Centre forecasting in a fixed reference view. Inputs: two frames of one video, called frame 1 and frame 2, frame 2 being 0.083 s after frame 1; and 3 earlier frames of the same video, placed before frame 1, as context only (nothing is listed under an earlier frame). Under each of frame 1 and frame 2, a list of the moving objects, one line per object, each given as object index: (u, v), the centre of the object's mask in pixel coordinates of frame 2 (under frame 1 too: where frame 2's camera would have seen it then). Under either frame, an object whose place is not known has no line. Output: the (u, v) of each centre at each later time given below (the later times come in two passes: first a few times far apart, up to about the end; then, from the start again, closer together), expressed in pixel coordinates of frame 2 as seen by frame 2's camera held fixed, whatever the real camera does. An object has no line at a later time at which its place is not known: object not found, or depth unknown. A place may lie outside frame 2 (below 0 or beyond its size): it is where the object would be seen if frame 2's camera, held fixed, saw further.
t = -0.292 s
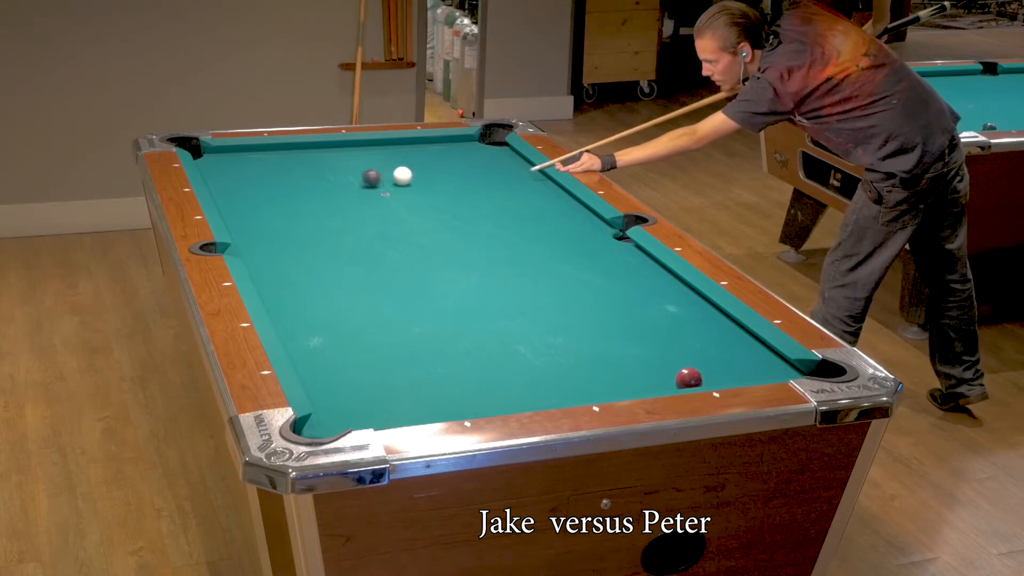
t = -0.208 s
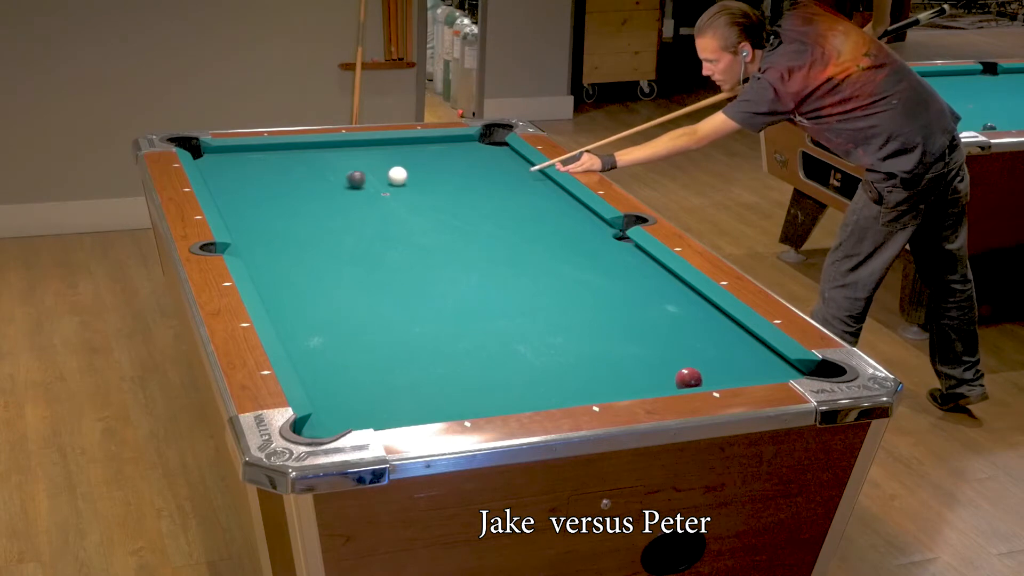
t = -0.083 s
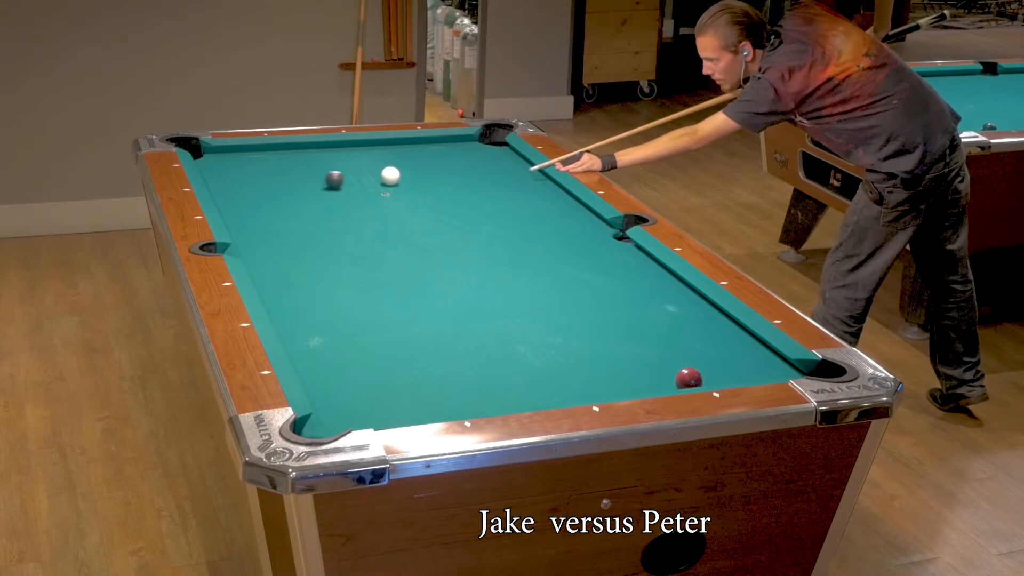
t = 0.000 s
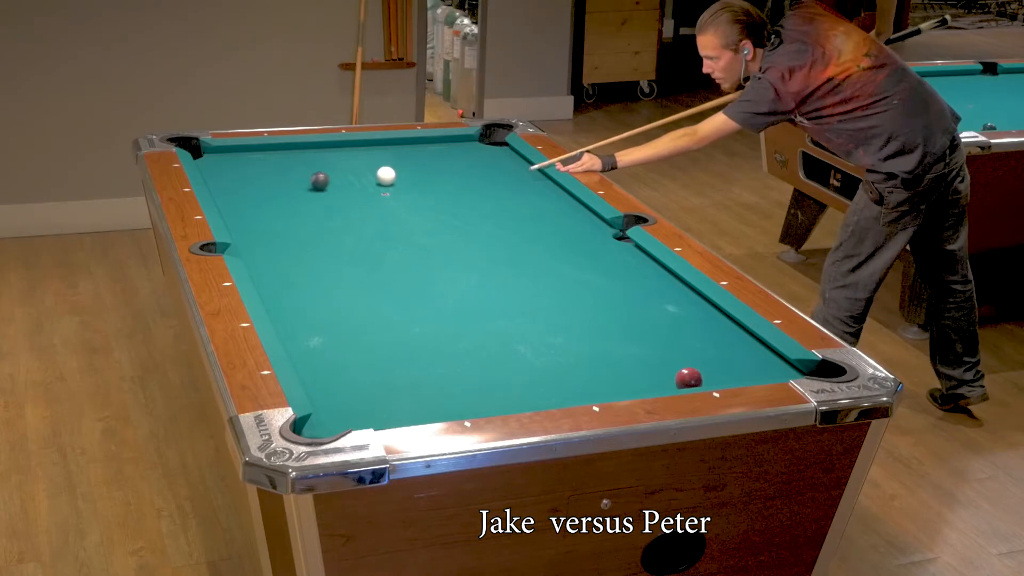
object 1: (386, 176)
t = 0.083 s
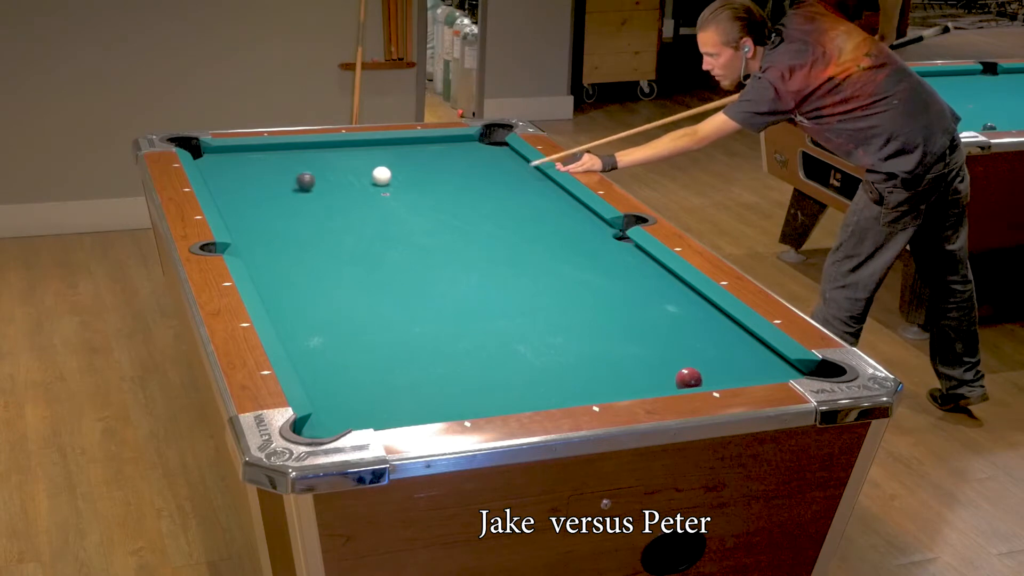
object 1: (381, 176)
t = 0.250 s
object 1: (373, 176)
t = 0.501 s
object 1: (363, 176)
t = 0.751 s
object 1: (354, 176)
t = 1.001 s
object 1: (347, 176)
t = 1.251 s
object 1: (342, 175)
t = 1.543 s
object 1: (338, 175)
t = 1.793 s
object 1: (337, 175)
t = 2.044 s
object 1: (339, 175)
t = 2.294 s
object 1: (342, 171)
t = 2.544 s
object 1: (341, 170)
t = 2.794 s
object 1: (340, 172)
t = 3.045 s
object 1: (340, 173)
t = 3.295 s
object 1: (341, 174)
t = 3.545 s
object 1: (341, 174)
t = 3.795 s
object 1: (341, 174)
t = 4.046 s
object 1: (341, 174)
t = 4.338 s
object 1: (341, 173)
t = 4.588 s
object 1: (341, 174)
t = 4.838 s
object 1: (341, 174)
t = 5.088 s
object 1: (341, 174)
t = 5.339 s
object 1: (341, 174)
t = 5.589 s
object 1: (341, 174)
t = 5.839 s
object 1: (341, 174)
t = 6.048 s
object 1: (339, 176)
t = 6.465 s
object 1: (342, 171)
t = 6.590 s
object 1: (341, 174)
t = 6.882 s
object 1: (341, 174)
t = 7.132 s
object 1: (341, 174)
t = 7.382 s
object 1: (341, 174)
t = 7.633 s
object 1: (341, 174)
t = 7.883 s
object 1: (341, 174)
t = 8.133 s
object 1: (341, 174)
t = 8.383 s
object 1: (341, 174)
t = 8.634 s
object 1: (341, 174)
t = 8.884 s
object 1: (341, 174)
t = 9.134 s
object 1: (341, 174)
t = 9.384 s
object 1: (341, 174)
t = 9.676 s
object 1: (341, 174)
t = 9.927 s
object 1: (341, 174)
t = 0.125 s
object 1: (379, 176)
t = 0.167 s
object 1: (377, 176)
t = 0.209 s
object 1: (375, 176)
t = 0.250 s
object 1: (373, 176)
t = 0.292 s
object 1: (372, 176)
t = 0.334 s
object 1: (370, 176)
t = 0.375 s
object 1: (368, 176)
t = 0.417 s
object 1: (366, 176)
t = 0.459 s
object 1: (364, 176)
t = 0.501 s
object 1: (363, 176)
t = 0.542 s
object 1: (361, 176)
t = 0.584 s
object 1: (360, 176)
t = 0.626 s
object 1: (358, 176)
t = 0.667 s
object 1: (357, 176)
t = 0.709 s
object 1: (356, 176)
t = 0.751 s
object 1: (354, 176)
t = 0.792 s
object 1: (353, 176)
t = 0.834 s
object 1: (351, 176)
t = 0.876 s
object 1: (351, 176)
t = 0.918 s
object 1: (349, 176)
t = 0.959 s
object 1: (348, 176)
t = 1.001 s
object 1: (347, 176)
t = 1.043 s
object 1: (346, 176)
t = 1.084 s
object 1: (345, 176)
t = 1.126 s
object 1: (344, 176)
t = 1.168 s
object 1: (343, 176)
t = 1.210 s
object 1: (343, 176)
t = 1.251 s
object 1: (342, 175)
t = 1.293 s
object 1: (341, 175)
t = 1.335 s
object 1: (340, 175)
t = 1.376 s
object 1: (340, 175)
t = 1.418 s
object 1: (339, 175)
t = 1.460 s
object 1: (339, 175)
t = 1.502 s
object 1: (338, 175)
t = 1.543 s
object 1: (338, 175)
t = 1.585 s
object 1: (338, 175)
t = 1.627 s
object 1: (338, 175)
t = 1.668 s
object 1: (337, 175)
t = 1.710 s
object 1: (337, 175)
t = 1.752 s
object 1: (337, 175)
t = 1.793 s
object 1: (337, 175)
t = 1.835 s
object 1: (337, 175)
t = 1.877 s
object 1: (337, 175)
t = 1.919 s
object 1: (338, 176)
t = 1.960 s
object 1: (338, 176)
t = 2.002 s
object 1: (339, 175)
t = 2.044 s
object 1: (339, 175)
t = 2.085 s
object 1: (340, 175)
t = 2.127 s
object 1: (340, 174)
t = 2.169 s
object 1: (341, 173)
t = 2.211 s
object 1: (342, 173)
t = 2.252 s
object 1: (342, 172)
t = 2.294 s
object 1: (342, 171)
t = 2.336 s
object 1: (341, 171)
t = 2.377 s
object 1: (341, 170)
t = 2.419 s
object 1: (341, 170)
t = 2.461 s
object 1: (341, 170)
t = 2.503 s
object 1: (340, 170)
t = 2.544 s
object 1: (341, 170)
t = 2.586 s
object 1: (340, 170)
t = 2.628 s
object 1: (340, 170)
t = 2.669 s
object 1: (340, 171)
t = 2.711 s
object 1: (340, 171)
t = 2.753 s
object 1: (340, 171)
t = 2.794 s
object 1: (340, 172)
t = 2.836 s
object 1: (340, 172)
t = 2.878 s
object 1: (340, 172)
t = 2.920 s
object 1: (340, 173)
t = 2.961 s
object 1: (340, 173)
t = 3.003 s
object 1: (340, 173)
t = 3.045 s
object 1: (340, 173)
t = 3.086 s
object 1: (340, 173)
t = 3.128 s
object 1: (340, 173)
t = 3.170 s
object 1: (341, 174)
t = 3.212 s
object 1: (341, 174)
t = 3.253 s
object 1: (341, 174)
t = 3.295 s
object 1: (341, 174)
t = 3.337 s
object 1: (341, 174)
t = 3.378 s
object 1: (341, 174)
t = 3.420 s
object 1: (341, 174)
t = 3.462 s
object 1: (341, 174)
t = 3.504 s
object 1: (341, 174)
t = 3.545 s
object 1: (341, 174)
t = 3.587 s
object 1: (341, 174)
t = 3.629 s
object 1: (341, 174)
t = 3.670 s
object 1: (341, 174)
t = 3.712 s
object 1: (341, 174)
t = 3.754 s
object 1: (341, 174)
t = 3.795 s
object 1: (341, 174)
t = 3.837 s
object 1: (341, 174)
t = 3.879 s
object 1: (341, 174)
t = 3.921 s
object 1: (341, 174)
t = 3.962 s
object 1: (341, 174)
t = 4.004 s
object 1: (341, 174)
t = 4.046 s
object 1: (341, 174)
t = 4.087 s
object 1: (341, 174)
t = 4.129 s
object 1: (341, 173)
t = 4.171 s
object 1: (341, 174)
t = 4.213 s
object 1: (341, 174)
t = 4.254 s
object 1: (341, 174)
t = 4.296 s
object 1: (341, 173)
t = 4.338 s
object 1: (341, 173)
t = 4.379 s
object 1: (341, 174)
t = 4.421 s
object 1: (341, 173)
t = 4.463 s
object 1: (341, 174)
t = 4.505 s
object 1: (341, 173)
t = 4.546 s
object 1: (341, 174)
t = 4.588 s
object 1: (341, 174)
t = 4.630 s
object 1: (341, 174)
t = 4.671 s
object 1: (341, 174)
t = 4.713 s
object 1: (341, 174)
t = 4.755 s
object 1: (341, 174)
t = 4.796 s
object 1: (341, 174)
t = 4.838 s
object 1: (341, 174)
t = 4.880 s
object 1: (341, 174)
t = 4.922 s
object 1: (341, 174)
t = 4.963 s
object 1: (341, 174)
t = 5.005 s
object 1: (341, 174)
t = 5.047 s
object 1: (341, 174)
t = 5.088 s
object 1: (341, 174)
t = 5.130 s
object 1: (341, 174)
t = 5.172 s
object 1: (341, 174)
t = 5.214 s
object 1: (341, 174)
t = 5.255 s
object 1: (341, 174)
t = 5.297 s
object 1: (341, 174)
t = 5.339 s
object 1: (341, 174)
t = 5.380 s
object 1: (341, 174)
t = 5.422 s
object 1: (341, 173)
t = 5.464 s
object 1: (341, 173)
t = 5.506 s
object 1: (341, 173)
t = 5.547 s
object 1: (341, 173)
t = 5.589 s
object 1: (341, 174)
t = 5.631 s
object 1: (341, 173)
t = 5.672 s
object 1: (341, 174)
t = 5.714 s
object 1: (340, 174)
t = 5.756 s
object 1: (342, 172)
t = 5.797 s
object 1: (341, 174)
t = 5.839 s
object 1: (341, 174)
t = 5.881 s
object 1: (341, 173)
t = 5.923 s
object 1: (341, 174)
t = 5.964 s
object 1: (341, 174)
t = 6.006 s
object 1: (341, 174)
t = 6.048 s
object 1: (339, 176)
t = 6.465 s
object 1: (342, 171)
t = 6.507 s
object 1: (341, 173)
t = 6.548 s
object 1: (341, 173)
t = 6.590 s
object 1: (341, 174)
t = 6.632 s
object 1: (341, 174)
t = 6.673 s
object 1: (341, 174)
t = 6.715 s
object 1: (341, 174)
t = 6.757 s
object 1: (341, 174)
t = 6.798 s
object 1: (341, 174)
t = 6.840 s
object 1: (341, 174)
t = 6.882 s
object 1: (341, 174)
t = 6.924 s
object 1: (341, 174)
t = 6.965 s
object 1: (341, 174)
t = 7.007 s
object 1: (341, 174)
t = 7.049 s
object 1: (341, 174)
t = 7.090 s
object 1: (341, 174)
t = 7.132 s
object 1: (341, 174)
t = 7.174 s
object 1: (341, 174)
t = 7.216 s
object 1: (341, 174)
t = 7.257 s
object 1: (341, 174)
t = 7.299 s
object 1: (341, 174)
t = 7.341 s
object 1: (341, 174)
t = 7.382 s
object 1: (341, 174)
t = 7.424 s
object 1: (341, 174)
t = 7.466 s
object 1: (341, 174)
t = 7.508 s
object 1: (341, 174)
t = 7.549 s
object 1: (341, 174)
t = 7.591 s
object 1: (341, 174)
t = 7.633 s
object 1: (341, 174)
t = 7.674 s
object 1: (341, 174)
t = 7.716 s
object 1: (341, 174)
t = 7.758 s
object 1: (341, 174)
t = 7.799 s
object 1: (341, 174)
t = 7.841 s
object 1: (341, 174)
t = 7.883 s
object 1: (341, 174)
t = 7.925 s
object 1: (341, 174)
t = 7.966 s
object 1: (341, 174)
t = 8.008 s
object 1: (341, 174)
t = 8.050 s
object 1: (341, 174)
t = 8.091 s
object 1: (341, 174)
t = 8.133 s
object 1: (341, 174)
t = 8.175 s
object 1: (341, 174)
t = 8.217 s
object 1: (341, 174)
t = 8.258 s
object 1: (341, 174)
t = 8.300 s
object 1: (341, 174)
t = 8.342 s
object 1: (341, 174)
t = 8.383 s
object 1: (341, 174)
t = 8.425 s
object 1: (341, 174)
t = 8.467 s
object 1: (341, 174)
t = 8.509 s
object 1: (341, 174)
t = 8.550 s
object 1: (341, 174)
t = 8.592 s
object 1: (341, 174)
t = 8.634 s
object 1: (341, 174)
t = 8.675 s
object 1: (341, 174)
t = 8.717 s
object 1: (341, 174)
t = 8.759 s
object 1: (341, 174)
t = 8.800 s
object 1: (341, 174)
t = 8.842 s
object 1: (341, 174)
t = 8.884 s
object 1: (341, 174)
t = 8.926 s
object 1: (341, 174)
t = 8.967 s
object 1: (341, 174)
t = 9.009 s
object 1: (341, 174)
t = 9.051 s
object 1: (341, 174)
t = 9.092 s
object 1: (341, 174)
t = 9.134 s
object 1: (341, 174)
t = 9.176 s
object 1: (341, 174)
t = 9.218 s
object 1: (341, 174)
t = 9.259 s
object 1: (341, 174)
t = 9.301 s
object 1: (341, 174)
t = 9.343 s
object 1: (341, 174)
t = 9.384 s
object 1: (341, 174)
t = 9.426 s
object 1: (341, 174)
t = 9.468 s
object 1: (341, 174)
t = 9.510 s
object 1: (341, 174)
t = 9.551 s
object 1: (341, 174)
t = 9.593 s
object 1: (341, 174)
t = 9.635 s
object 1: (341, 174)
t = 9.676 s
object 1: (341, 174)
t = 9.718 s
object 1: (341, 174)
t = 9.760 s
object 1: (341, 174)
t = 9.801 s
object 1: (341, 174)
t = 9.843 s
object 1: (341, 174)
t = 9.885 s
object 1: (341, 174)
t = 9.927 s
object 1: (341, 174)
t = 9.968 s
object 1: (341, 174)
